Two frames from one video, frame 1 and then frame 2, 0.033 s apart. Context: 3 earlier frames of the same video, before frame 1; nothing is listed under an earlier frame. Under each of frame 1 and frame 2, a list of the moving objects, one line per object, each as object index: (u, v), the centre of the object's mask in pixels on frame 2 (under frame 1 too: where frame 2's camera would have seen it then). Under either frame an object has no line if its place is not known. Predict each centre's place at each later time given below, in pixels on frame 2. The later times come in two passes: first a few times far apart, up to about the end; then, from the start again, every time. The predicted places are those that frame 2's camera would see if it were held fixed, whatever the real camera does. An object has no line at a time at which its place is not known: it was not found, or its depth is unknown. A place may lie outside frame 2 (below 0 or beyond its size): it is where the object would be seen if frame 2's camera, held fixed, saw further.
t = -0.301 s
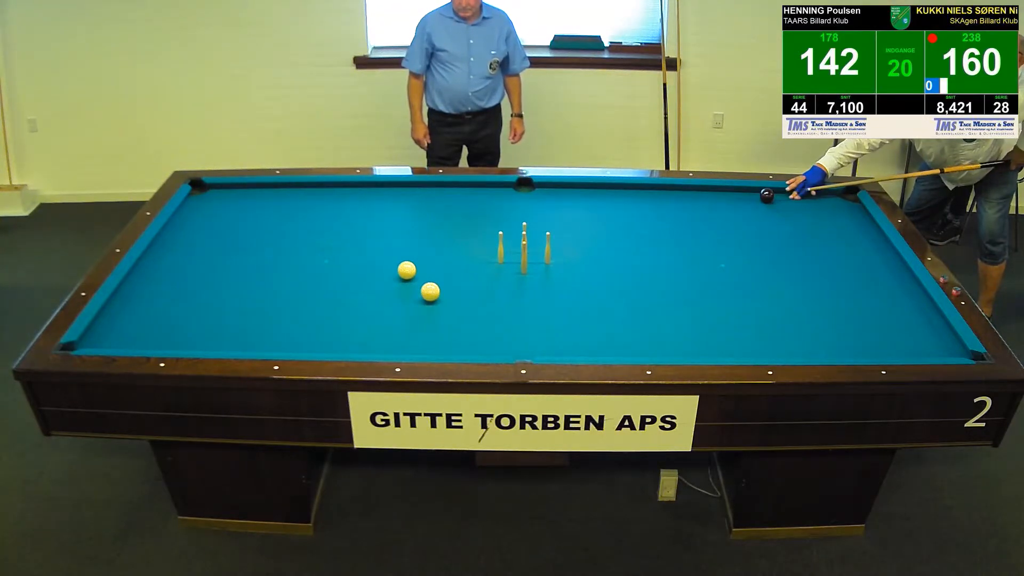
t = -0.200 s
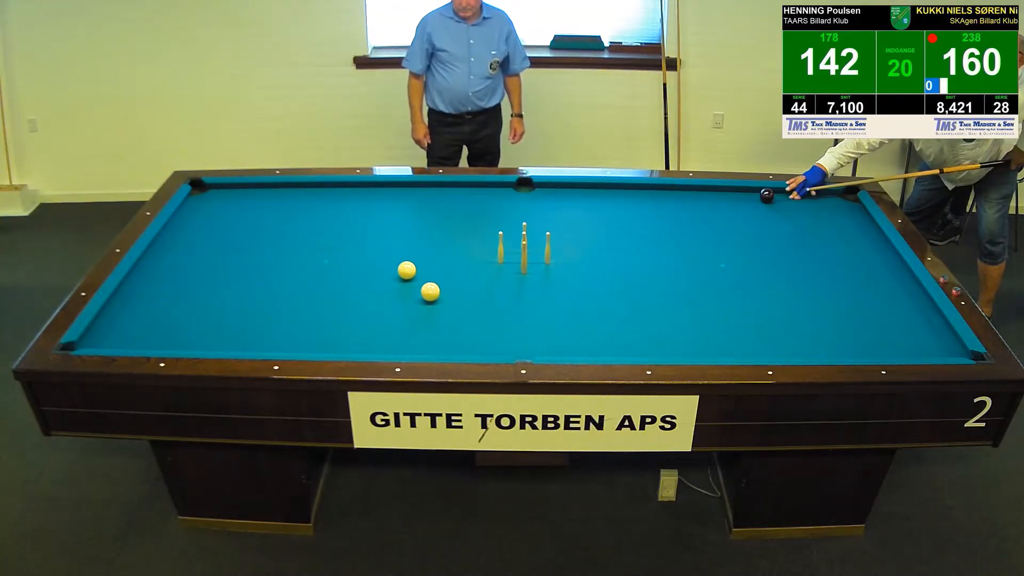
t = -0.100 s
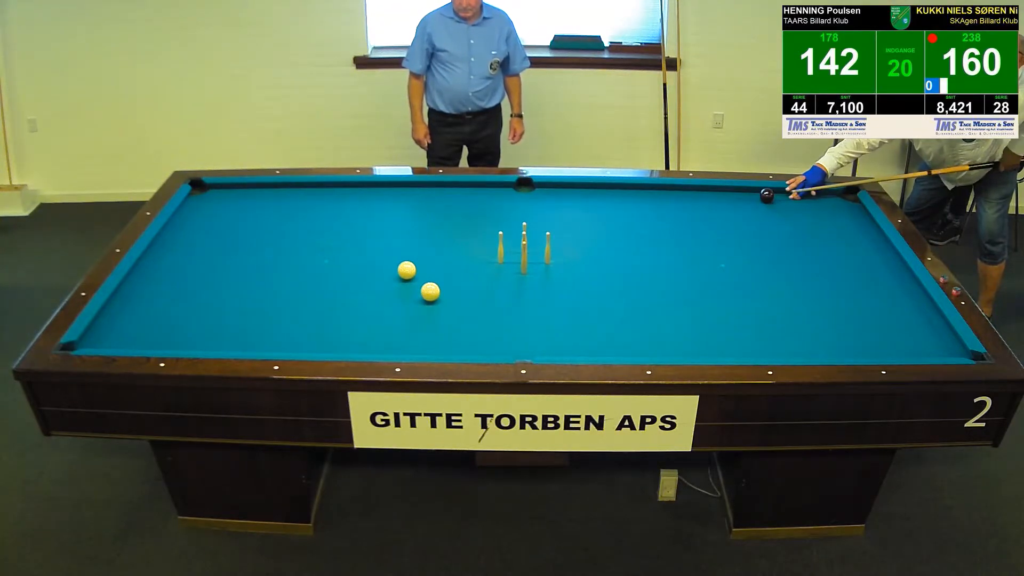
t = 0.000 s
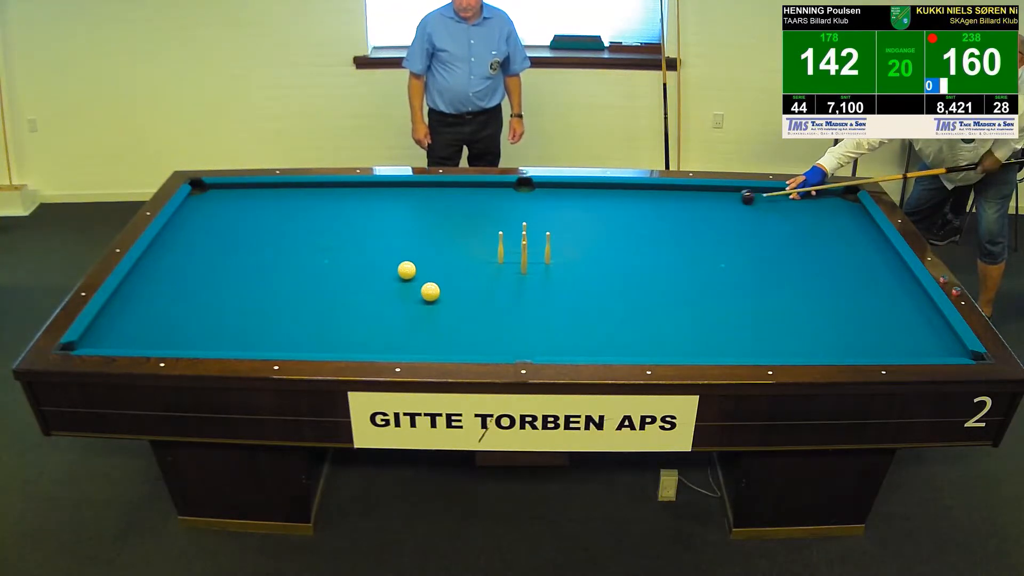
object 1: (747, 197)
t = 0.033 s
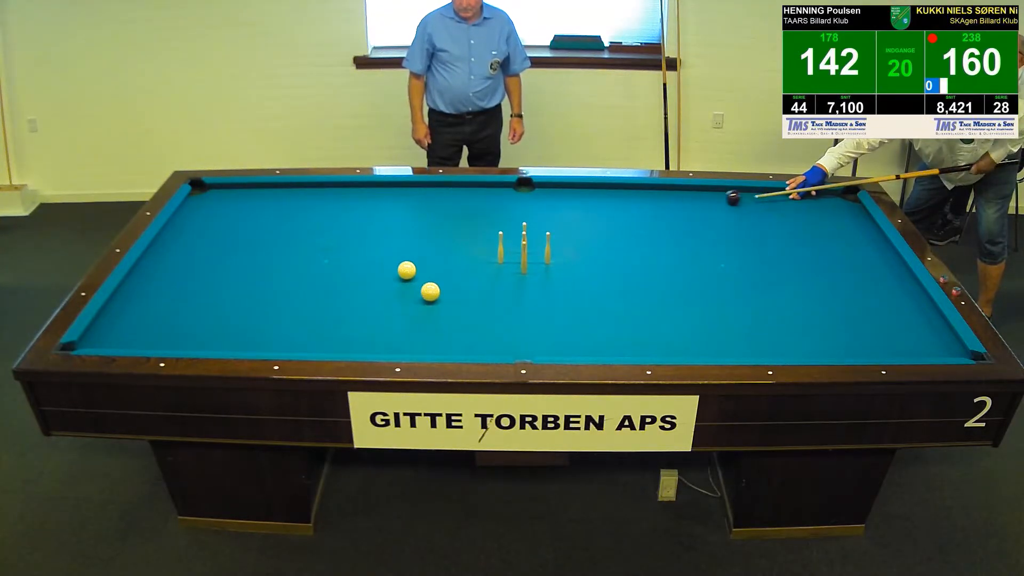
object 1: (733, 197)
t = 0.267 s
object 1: (641, 203)
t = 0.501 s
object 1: (551, 210)
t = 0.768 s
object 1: (445, 219)
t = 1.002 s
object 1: (351, 226)
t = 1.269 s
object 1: (245, 237)
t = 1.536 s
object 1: (162, 247)
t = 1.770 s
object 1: (215, 251)
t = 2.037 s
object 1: (273, 257)
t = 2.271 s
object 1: (325, 263)
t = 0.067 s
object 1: (718, 198)
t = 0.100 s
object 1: (704, 200)
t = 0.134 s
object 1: (691, 200)
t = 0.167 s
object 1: (678, 201)
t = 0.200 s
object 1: (665, 202)
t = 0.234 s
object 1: (653, 203)
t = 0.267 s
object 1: (641, 203)
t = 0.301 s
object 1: (628, 204)
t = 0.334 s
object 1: (615, 205)
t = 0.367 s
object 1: (603, 206)
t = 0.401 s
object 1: (590, 207)
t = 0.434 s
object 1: (577, 208)
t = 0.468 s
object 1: (564, 209)
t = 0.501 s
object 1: (551, 210)
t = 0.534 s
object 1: (538, 211)
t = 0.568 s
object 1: (525, 212)
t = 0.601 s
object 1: (512, 213)
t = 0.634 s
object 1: (498, 214)
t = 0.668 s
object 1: (485, 215)
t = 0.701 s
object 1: (472, 216)
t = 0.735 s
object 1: (459, 218)
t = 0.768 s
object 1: (445, 219)
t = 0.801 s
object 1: (432, 220)
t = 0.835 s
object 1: (418, 221)
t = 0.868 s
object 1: (404, 222)
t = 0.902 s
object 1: (391, 223)
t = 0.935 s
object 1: (377, 224)
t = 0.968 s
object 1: (364, 225)
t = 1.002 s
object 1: (351, 226)
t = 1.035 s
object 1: (337, 228)
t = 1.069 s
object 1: (324, 229)
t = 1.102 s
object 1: (311, 230)
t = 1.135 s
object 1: (298, 231)
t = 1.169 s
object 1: (284, 233)
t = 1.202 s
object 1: (271, 234)
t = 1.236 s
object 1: (258, 235)
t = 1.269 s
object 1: (245, 237)
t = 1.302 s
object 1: (232, 238)
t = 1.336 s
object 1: (218, 239)
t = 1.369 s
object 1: (205, 240)
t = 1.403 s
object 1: (193, 241)
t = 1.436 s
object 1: (179, 243)
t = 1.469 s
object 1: (167, 244)
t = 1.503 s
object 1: (154, 246)
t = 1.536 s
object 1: (162, 247)
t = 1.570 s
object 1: (171, 247)
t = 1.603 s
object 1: (179, 247)
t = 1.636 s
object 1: (187, 248)
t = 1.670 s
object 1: (194, 249)
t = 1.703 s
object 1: (201, 249)
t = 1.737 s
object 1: (208, 250)
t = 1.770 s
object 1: (215, 251)
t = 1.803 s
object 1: (222, 252)
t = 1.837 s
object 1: (229, 253)
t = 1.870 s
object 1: (236, 253)
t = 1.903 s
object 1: (243, 254)
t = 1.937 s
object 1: (251, 255)
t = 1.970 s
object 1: (258, 255)
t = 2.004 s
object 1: (265, 256)
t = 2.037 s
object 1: (273, 257)
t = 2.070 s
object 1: (280, 258)
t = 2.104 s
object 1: (287, 259)
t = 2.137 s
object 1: (295, 260)
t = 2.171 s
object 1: (302, 261)
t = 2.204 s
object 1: (310, 261)
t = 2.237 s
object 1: (317, 262)
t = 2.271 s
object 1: (325, 263)
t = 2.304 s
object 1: (333, 264)
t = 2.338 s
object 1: (340, 265)
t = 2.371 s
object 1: (348, 266)
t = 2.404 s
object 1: (356, 267)
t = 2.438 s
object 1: (363, 267)
